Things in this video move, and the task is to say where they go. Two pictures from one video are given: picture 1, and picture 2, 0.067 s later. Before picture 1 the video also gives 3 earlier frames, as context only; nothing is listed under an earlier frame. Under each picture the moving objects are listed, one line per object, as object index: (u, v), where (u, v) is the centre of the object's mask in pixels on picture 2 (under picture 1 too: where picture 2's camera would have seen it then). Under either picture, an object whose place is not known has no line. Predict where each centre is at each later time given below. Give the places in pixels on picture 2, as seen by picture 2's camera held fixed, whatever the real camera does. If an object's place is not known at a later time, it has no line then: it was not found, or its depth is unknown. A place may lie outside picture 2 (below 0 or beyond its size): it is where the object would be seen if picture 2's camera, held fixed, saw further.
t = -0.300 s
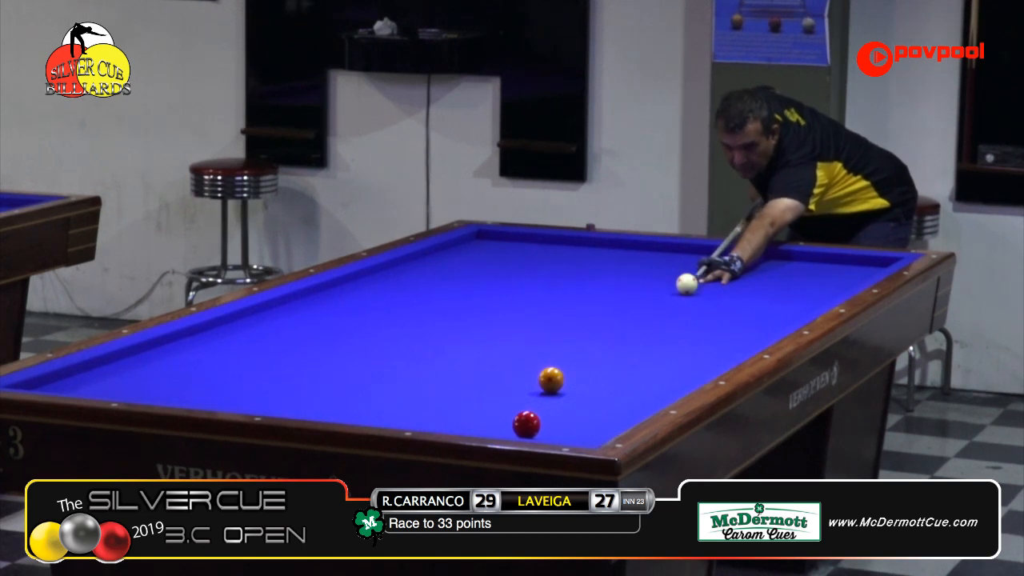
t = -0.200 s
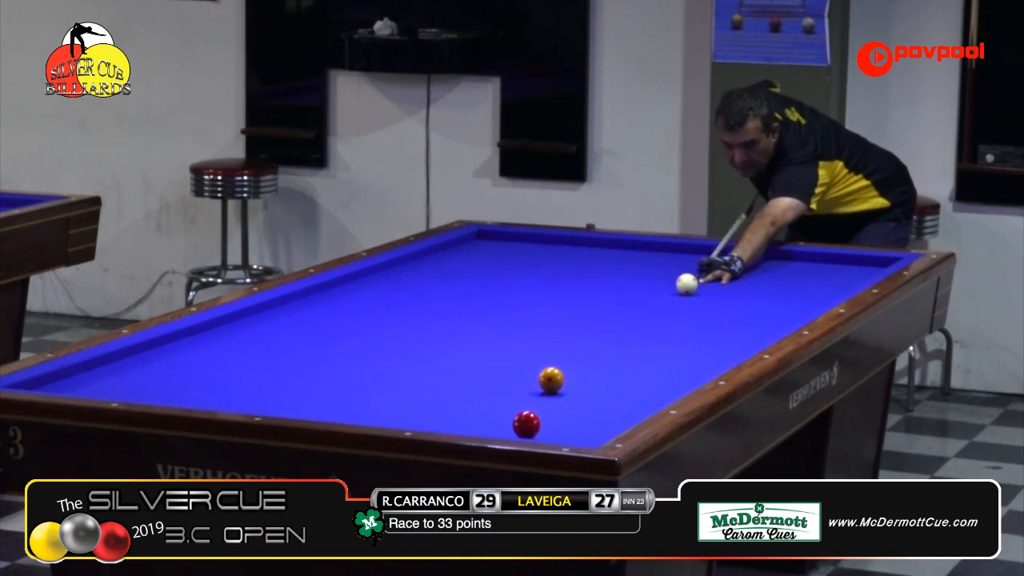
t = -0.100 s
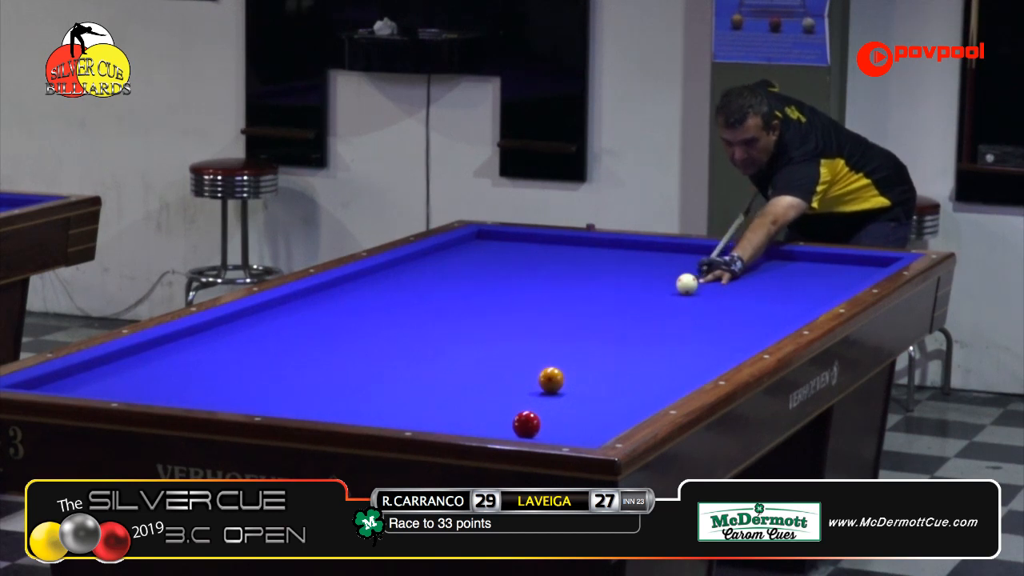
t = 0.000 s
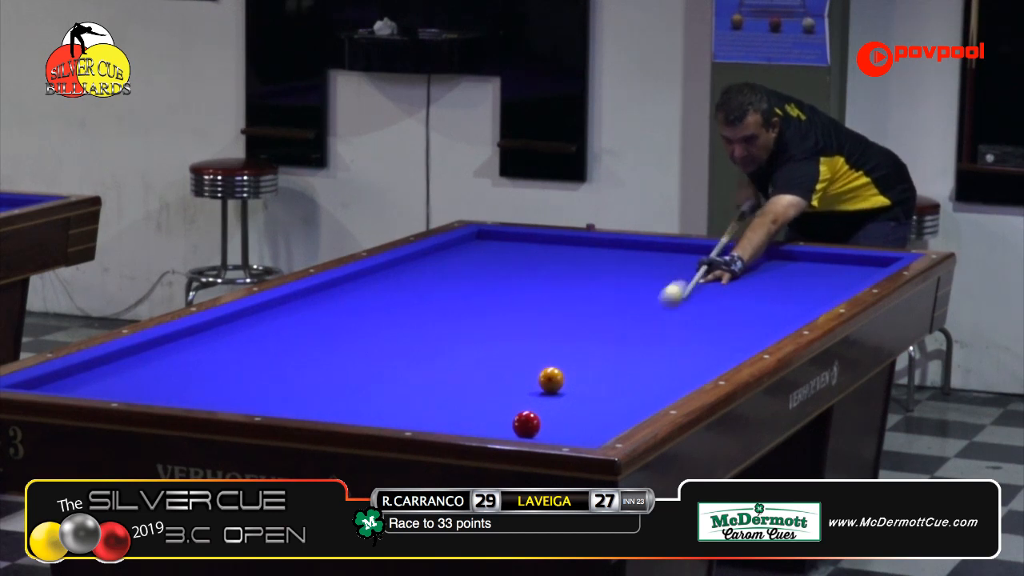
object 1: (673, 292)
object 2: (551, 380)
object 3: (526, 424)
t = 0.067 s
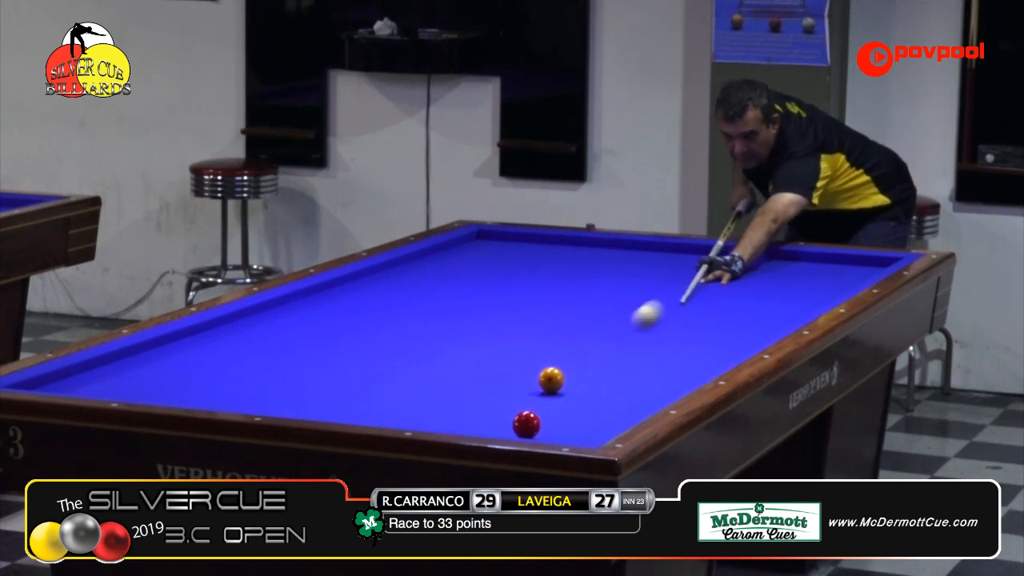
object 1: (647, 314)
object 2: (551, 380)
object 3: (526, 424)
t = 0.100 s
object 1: (633, 325)
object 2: (551, 380)
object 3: (526, 424)
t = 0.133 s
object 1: (619, 336)
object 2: (551, 380)
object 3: (526, 424)
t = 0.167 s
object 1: (603, 349)
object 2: (551, 380)
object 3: (526, 424)
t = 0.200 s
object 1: (587, 362)
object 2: (551, 380)
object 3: (526, 424)
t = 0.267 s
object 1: (594, 383)
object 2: (510, 386)
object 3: (526, 424)
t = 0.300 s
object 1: (620, 390)
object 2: (467, 394)
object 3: (526, 424)
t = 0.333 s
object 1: (642, 395)
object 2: (424, 401)
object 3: (526, 424)
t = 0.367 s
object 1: (636, 398)
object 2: (380, 407)
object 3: (526, 424)
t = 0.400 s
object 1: (611, 397)
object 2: (341, 410)
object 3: (526, 424)
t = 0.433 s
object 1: (585, 396)
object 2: (308, 410)
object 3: (526, 424)
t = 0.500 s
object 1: (536, 394)
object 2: (312, 400)
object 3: (526, 424)
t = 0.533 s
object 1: (513, 393)
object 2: (315, 393)
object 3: (526, 424)
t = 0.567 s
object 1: (491, 392)
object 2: (317, 386)
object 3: (526, 424)
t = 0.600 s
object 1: (470, 391)
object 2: (319, 379)
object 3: (526, 424)
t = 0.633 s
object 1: (450, 390)
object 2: (321, 373)
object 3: (526, 424)
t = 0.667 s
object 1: (431, 389)
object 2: (322, 367)
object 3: (526, 424)
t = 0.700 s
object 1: (414, 388)
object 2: (324, 361)
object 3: (526, 424)
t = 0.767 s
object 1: (377, 386)
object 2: (326, 350)
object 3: (526, 424)
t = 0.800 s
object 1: (359, 385)
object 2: (327, 346)
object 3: (526, 424)
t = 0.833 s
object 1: (342, 385)
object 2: (327, 341)
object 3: (526, 424)
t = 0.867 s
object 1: (324, 383)
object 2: (328, 336)
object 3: (526, 424)
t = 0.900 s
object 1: (306, 382)
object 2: (329, 332)
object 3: (526, 424)
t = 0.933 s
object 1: (288, 382)
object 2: (330, 328)
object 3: (526, 424)
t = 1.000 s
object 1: (253, 380)
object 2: (331, 319)
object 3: (526, 424)
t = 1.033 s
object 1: (235, 379)
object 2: (332, 315)
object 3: (526, 424)
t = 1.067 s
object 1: (218, 378)
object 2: (332, 311)
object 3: (526, 424)
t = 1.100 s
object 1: (201, 377)
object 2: (333, 307)
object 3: (526, 424)
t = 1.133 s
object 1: (184, 376)
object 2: (334, 303)
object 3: (526, 424)
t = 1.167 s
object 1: (167, 376)
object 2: (334, 299)
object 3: (526, 424)
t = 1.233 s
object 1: (133, 373)
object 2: (335, 292)
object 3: (526, 424)
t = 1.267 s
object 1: (116, 372)
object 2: (336, 288)
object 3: (526, 424)
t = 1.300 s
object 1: (99, 371)
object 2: (336, 285)
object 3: (526, 424)
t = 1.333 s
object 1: (82, 370)
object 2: (339, 281)
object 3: (526, 424)
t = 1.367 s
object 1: (78, 370)
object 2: (352, 279)
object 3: (526, 424)
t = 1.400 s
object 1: (87, 372)
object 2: (365, 277)
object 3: (526, 424)
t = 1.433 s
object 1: (96, 375)
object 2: (377, 275)
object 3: (526, 424)
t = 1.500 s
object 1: (111, 378)
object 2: (400, 270)
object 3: (526, 424)
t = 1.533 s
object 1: (118, 380)
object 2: (411, 269)
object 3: (526, 424)
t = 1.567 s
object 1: (125, 382)
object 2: (422, 267)
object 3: (526, 424)
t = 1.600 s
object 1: (131, 384)
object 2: (432, 264)
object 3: (526, 424)
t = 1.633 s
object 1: (137, 385)
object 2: (443, 262)
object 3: (526, 424)
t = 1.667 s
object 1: (144, 387)
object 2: (454, 260)
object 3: (526, 424)
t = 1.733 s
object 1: (156, 389)
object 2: (474, 256)
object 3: (526, 424)
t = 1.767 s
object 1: (162, 391)
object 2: (484, 255)
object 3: (526, 424)
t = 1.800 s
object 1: (169, 392)
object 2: (494, 253)
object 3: (526, 424)
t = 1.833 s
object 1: (175, 393)
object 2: (504, 251)
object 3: (526, 424)
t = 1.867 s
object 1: (182, 394)
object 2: (514, 249)
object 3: (526, 424)
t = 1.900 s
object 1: (188, 395)
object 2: (524, 247)
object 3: (526, 424)
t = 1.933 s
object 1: (195, 397)
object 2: (533, 246)
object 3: (526, 424)
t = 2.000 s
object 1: (208, 399)
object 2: (552, 242)
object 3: (526, 424)
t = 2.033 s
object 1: (214, 400)
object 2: (562, 240)
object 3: (526, 424)
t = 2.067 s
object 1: (221, 402)
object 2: (571, 238)
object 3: (526, 424)
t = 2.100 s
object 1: (227, 403)
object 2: (575, 240)
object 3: (526, 424)
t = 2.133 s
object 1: (234, 404)
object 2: (578, 242)
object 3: (526, 424)
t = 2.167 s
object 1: (241, 405)
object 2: (580, 244)
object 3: (526, 424)
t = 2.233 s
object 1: (257, 406)
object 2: (586, 247)
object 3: (526, 424)
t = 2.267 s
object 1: (266, 407)
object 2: (590, 249)
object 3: (526, 424)
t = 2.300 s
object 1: (274, 407)
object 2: (593, 251)
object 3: (526, 424)
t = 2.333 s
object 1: (282, 408)
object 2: (597, 252)
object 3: (526, 424)
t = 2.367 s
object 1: (291, 408)
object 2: (600, 254)
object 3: (526, 424)
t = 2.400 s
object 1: (299, 409)
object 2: (604, 255)
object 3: (526, 424)
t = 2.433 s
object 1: (308, 409)
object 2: (607, 257)
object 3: (526, 424)
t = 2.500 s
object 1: (325, 411)
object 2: (615, 261)
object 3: (526, 424)
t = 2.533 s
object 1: (333, 411)
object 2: (619, 262)
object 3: (526, 424)
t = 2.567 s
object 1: (341, 411)
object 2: (622, 264)
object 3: (526, 424)
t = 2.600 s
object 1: (350, 412)
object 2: (626, 266)
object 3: (526, 424)
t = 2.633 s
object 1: (358, 413)
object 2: (630, 267)
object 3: (526, 424)
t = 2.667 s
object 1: (366, 413)
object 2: (634, 269)
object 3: (526, 424)
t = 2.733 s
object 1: (382, 414)
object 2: (641, 272)
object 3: (526, 424)
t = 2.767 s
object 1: (391, 415)
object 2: (645, 274)
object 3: (526, 424)
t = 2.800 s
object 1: (399, 415)
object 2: (649, 276)
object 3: (526, 424)
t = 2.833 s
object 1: (407, 416)
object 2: (653, 277)
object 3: (526, 424)
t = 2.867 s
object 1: (415, 416)
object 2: (657, 279)
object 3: (526, 424)
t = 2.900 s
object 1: (423, 417)
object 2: (661, 281)
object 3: (526, 424)
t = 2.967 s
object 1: (440, 418)
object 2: (669, 284)
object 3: (526, 424)
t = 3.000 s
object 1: (447, 418)
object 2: (673, 286)
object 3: (526, 424)
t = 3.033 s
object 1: (456, 419)
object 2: (677, 288)
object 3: (526, 424)
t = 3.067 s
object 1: (464, 419)
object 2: (681, 290)
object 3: (526, 424)
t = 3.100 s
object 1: (472, 419)
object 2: (686, 292)
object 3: (526, 424)
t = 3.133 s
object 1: (480, 420)
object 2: (690, 294)
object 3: (526, 424)
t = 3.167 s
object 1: (488, 420)
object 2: (694, 295)
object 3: (526, 424)
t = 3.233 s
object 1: (502, 421)
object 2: (702, 299)
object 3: (527, 424)
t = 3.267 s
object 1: (506, 420)
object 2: (706, 301)
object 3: (532, 425)
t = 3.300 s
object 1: (509, 420)
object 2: (711, 303)
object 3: (536, 426)
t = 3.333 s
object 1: (512, 420)
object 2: (715, 305)
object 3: (540, 426)
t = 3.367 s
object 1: (516, 420)
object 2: (719, 307)
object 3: (543, 427)
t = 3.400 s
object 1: (519, 419)
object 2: (724, 309)
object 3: (547, 427)
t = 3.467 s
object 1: (525, 419)
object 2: (732, 313)
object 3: (554, 428)
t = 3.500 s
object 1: (529, 418)
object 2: (737, 314)
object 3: (557, 429)
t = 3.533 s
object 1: (532, 418)
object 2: (741, 317)
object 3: (561, 429)
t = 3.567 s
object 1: (535, 417)
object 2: (746, 318)
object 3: (564, 430)
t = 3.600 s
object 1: (538, 417)
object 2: (750, 320)
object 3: (567, 430)
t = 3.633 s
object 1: (542, 416)
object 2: (755, 322)
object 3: (570, 431)
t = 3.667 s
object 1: (545, 416)
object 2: (760, 324)
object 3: (574, 431)
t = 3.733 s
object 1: (551, 415)
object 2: (768, 327)
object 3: (580, 432)
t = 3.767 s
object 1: (554, 415)
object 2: (769, 328)
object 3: (583, 432)
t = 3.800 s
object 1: (557, 414)
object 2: (762, 329)
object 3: (585, 432)
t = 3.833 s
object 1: (560, 414)
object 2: (756, 332)
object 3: (585, 432)
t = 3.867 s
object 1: (563, 413)
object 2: (749, 333)
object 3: (583, 432)
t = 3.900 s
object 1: (566, 412)
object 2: (743, 334)
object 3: (581, 432)
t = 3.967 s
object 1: (572, 411)
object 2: (730, 337)
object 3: (577, 432)
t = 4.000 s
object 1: (575, 410)
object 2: (723, 338)
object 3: (575, 432)
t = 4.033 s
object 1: (578, 410)
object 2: (717, 339)
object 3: (573, 433)
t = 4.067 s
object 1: (581, 410)
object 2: (710, 340)
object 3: (571, 432)
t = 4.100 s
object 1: (584, 410)
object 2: (704, 341)
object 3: (569, 432)
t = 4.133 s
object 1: (586, 410)
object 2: (697, 342)
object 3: (567, 432)
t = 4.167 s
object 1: (589, 409)
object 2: (691, 343)
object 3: (564, 432)
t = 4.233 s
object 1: (595, 408)
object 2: (678, 345)
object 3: (560, 432)
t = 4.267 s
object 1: (597, 408)
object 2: (671, 346)
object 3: (558, 432)
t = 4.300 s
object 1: (600, 408)
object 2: (664, 347)
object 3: (556, 431)
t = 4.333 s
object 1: (603, 408)
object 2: (658, 348)
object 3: (554, 431)
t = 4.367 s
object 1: (605, 407)
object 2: (651, 349)
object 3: (552, 431)
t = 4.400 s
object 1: (608, 407)
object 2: (645, 350)
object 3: (551, 431)
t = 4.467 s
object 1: (613, 406)
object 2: (631, 353)
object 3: (547, 431)
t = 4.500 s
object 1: (616, 406)
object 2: (625, 354)
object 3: (545, 431)
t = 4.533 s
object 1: (618, 405)
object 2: (618, 355)
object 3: (543, 431)
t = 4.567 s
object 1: (621, 405)
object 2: (611, 356)
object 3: (541, 430)
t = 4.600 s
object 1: (623, 404)
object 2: (605, 357)
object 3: (539, 430)
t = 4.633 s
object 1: (626, 404)
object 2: (598, 358)
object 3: (538, 430)
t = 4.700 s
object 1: (630, 403)
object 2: (584, 360)
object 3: (534, 430)
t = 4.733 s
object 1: (633, 402)
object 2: (577, 361)
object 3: (533, 430)
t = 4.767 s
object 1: (635, 401)
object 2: (571, 363)
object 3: (531, 430)
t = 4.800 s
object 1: (637, 400)
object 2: (564, 364)
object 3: (529, 430)
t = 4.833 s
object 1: (639, 400)
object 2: (557, 365)
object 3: (528, 430)
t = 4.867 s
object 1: (642, 399)
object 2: (550, 366)
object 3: (526, 430)
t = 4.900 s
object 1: (644, 398)
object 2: (543, 367)
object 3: (524, 430)
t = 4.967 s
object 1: (647, 397)
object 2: (530, 369)
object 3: (521, 429)
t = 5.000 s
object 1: (647, 397)
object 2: (523, 370)
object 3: (520, 429)
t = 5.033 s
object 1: (647, 397)
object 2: (516, 371)
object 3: (518, 429)
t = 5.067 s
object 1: (647, 397)
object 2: (509, 373)
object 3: (517, 429)
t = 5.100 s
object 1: (647, 396)
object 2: (503, 374)
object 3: (515, 429)
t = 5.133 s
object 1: (647, 396)
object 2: (496, 375)
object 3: (514, 429)
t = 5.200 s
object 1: (646, 395)
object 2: (482, 377)
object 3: (511, 429)
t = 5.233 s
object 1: (646, 395)
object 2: (475, 379)
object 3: (510, 429)
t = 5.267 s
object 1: (646, 395)
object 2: (468, 379)
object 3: (509, 428)
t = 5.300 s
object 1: (646, 395)
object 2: (461, 380)
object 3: (507, 429)
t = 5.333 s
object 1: (646, 395)
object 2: (454, 382)
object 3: (506, 428)
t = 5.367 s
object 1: (646, 394)
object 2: (447, 383)
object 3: (505, 428)
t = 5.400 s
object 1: (646, 394)
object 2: (440, 384)
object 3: (504, 428)
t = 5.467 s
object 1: (646, 394)
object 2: (426, 387)
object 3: (501, 428)
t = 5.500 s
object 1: (646, 393)
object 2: (419, 388)
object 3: (500, 428)
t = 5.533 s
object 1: (646, 393)
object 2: (412, 389)
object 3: (499, 428)
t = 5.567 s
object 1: (646, 393)
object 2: (404, 390)
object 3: (498, 428)
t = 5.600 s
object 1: (646, 393)
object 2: (397, 391)
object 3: (497, 428)
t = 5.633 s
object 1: (645, 392)
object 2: (391, 392)
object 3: (496, 428)
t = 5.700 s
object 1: (645, 392)
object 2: (376, 395)
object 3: (494, 428)
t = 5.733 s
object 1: (645, 391)
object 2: (369, 396)
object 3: (493, 428)
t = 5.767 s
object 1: (645, 391)
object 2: (362, 397)
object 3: (492, 427)
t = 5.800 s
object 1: (645, 391)
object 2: (355, 398)
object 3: (491, 427)
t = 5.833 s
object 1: (645, 390)
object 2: (348, 399)
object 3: (490, 427)
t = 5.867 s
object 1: (644, 390)
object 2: (340, 401)
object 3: (489, 427)
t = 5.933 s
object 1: (644, 389)
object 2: (326, 403)
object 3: (488, 427)
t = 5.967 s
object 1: (644, 389)
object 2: (319, 404)
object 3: (487, 427)
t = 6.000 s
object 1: (644, 389)
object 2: (312, 404)
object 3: (486, 427)
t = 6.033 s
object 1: (644, 388)
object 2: (305, 405)
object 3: (485, 427)
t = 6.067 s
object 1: (643, 388)
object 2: (298, 405)
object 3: (484, 427)
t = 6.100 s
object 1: (643, 388)
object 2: (290, 406)
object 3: (484, 427)
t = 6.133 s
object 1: (643, 387)
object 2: (283, 406)
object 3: (483, 427)
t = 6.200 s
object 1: (643, 387)
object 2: (269, 407)
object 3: (482, 427)
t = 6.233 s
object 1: (643, 386)
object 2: (262, 407)
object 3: (481, 427)
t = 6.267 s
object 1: (642, 386)
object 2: (258, 407)
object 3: (480, 427)
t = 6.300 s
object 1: (643, 386)
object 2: (257, 406)
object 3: (480, 427)
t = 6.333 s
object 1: (642, 385)
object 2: (255, 405)
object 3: (479, 426)
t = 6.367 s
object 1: (642, 385)
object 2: (253, 404)
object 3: (479, 427)
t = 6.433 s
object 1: (642, 385)
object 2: (249, 403)
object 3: (478, 427)
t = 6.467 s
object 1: (642, 384)
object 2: (247, 402)
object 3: (477, 427)
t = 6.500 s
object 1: (642, 384)
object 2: (246, 402)
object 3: (477, 427)
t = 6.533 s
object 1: (642, 384)
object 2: (244, 401)
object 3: (476, 426)
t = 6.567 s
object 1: (642, 384)
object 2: (243, 400)
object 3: (476, 426)
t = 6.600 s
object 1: (642, 383)
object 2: (241, 399)
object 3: (476, 426)
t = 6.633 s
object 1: (642, 383)
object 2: (239, 398)
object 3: (475, 426)
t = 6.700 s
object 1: (642, 383)
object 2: (236, 397)
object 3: (475, 426)
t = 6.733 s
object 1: (642, 382)
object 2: (234, 396)
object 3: (474, 426)
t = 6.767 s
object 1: (642, 382)
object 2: (233, 395)
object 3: (474, 426)
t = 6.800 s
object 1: (642, 382)
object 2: (231, 394)
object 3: (474, 426)
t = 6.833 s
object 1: (642, 382)
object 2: (230, 393)
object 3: (473, 426)
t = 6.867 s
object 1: (641, 382)
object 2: (228, 392)
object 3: (473, 426)
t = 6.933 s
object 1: (641, 381)
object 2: (225, 390)
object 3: (473, 426)
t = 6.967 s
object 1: (641, 381)
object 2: (224, 389)
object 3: (473, 426)
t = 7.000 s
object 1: (641, 381)
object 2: (222, 388)
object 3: (472, 426)
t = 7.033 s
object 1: (641, 381)
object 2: (221, 386)
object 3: (472, 426)
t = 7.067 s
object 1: (641, 381)
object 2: (219, 385)
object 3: (472, 426)
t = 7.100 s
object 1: (641, 380)
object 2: (218, 384)
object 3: (472, 426)
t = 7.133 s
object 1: (641, 380)
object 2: (216, 383)
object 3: (472, 426)
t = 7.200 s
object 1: (641, 380)
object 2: (214, 381)
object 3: (472, 426)
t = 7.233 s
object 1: (641, 380)
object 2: (212, 380)
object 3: (472, 426)
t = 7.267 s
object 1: (641, 380)
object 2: (211, 379)
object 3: (472, 426)
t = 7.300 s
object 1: (641, 379)
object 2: (210, 378)
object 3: (472, 426)
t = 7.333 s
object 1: (640, 379)
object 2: (208, 377)
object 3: (472, 426)
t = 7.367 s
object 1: (640, 379)
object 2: (207, 376)
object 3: (472, 426)
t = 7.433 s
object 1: (640, 379)
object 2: (204, 374)
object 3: (472, 426)
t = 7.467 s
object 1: (640, 379)
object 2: (203, 373)
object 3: (472, 426)
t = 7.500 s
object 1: (640, 378)
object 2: (202, 372)
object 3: (472, 426)
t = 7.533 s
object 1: (640, 378)
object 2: (200, 371)
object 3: (472, 426)
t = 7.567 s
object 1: (640, 378)
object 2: (199, 371)
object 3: (472, 426)
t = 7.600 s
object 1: (640, 378)
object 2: (198, 370)
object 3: (472, 426)
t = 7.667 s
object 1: (640, 378)
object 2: (195, 368)
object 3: (472, 426)
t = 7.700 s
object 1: (640, 378)
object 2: (194, 367)
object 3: (472, 426)
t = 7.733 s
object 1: (640, 377)
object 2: (193, 366)
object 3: (472, 426)
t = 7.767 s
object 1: (640, 377)
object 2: (192, 365)
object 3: (472, 426)
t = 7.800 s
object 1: (639, 377)
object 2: (191, 364)
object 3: (472, 426)
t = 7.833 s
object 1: (639, 377)
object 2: (189, 363)
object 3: (472, 426)
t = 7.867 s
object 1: (639, 377)
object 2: (188, 363)
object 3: (472, 426)
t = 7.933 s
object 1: (639, 377)
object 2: (186, 361)
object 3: (472, 426)
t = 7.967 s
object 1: (639, 377)
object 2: (185, 360)
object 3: (472, 426)
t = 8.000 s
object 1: (639, 377)
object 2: (184, 359)
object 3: (472, 426)
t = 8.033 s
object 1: (639, 377)
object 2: (183, 358)
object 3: (472, 426)
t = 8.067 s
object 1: (639, 377)
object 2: (182, 357)
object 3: (472, 426)
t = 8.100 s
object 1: (639, 377)
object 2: (180, 357)
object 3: (472, 426)
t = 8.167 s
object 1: (639, 377)
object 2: (178, 355)
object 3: (472, 426)
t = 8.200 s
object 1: (638, 377)
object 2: (177, 354)
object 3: (472, 426)
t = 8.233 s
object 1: (638, 377)
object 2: (176, 354)
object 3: (472, 426)
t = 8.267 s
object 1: (638, 377)
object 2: (175, 353)
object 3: (472, 426)
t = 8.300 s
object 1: (638, 377)
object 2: (174, 352)
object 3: (472, 426)
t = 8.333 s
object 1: (638, 377)
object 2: (173, 351)
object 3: (472, 426)
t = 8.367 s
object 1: (638, 376)
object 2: (172, 350)
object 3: (472, 426)
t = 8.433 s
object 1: (638, 376)
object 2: (170, 349)
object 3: (472, 426)
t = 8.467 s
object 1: (638, 377)
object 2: (169, 348)
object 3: (472, 426)
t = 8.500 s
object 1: (638, 377)
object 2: (168, 347)
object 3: (472, 426)
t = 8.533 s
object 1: (638, 377)
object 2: (167, 346)
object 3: (472, 426)
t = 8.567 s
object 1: (638, 377)
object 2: (166, 346)
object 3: (472, 426)
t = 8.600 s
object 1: (638, 377)
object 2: (165, 345)
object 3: (472, 426)
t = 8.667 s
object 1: (638, 377)
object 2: (164, 343)
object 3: (472, 426)
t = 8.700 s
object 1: (638, 376)
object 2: (163, 343)
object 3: (472, 426)
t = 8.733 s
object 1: (638, 376)
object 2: (162, 342)
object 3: (472, 426)
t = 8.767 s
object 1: (638, 377)
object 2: (161, 341)
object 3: (472, 426)
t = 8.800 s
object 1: (638, 376)
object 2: (163, 341)
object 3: (472, 426)
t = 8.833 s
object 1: (638, 376)
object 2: (166, 341)
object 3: (472, 426)
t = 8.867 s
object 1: (638, 376)
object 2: (168, 341)
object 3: (472, 426)
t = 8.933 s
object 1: (638, 376)
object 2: (173, 340)
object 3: (472, 426)
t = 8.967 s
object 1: (638, 376)
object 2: (175, 340)
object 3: (472, 426)
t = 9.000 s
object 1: (638, 376)
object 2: (177, 340)
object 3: (472, 426)
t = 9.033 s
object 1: (638, 377)
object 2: (180, 339)
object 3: (472, 426)
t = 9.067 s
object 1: (638, 377)
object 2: (182, 339)
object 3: (472, 426)
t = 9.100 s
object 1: (638, 377)
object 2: (184, 339)
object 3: (472, 426)
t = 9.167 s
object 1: (638, 377)
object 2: (189, 338)
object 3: (472, 426)
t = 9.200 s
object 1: (638, 376)
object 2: (191, 338)
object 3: (472, 426)
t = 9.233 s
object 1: (638, 376)
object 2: (193, 338)
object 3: (472, 426)
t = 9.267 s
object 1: (638, 377)
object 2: (195, 338)
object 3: (472, 426)
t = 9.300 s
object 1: (638, 377)
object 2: (197, 337)
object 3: (472, 426)
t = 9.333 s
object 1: (638, 376)
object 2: (199, 337)
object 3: (472, 426)
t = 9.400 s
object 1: (638, 377)
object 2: (203, 337)
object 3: (472, 426)
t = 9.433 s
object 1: (638, 377)
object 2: (205, 336)
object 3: (472, 426)
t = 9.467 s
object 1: (638, 377)
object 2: (207, 336)
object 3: (472, 426)
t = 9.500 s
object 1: (638, 377)
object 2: (210, 336)
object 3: (472, 426)
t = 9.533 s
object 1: (638, 377)
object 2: (211, 336)
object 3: (472, 426)
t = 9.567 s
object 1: (638, 377)
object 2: (213, 335)
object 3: (472, 426)
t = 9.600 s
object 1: (638, 377)
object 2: (215, 335)
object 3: (472, 426)
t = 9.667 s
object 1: (638, 377)
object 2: (219, 335)
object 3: (472, 426)
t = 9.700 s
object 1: (638, 377)
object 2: (221, 335)
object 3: (472, 426)
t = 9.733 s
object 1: (638, 377)
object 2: (223, 334)
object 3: (472, 426)
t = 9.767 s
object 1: (638, 377)
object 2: (224, 334)
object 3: (472, 426)
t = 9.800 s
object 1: (638, 377)
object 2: (226, 334)
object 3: (472, 426)
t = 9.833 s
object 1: (638, 377)
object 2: (228, 334)
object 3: (472, 426)
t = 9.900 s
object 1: (638, 377)
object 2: (232, 334)
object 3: (472, 426)
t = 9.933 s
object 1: (638, 377)
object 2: (233, 333)
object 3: (472, 426)
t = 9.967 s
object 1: (638, 377)
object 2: (235, 333)
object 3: (472, 426)
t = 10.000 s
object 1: (638, 377)
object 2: (237, 333)
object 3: (472, 426)
